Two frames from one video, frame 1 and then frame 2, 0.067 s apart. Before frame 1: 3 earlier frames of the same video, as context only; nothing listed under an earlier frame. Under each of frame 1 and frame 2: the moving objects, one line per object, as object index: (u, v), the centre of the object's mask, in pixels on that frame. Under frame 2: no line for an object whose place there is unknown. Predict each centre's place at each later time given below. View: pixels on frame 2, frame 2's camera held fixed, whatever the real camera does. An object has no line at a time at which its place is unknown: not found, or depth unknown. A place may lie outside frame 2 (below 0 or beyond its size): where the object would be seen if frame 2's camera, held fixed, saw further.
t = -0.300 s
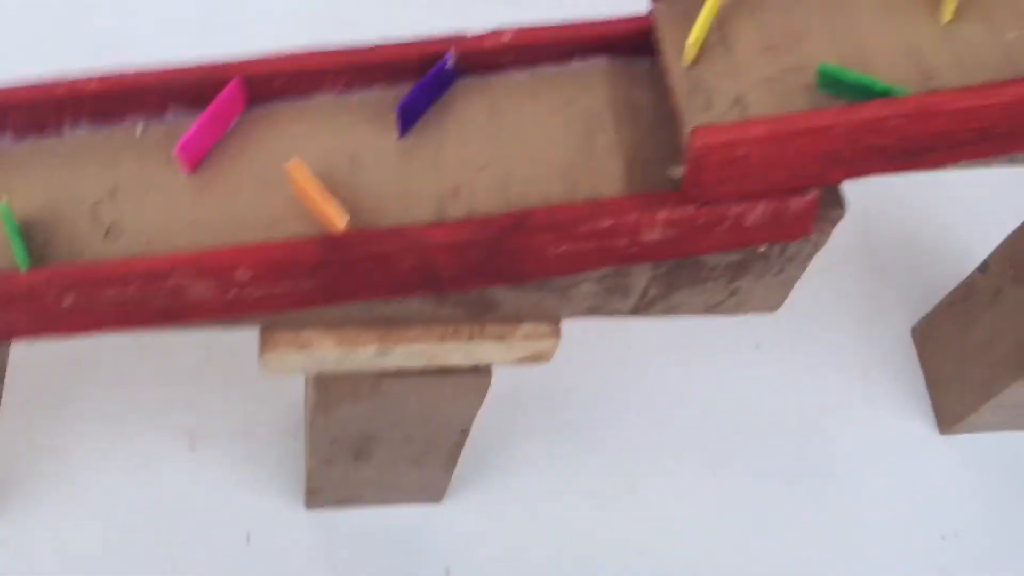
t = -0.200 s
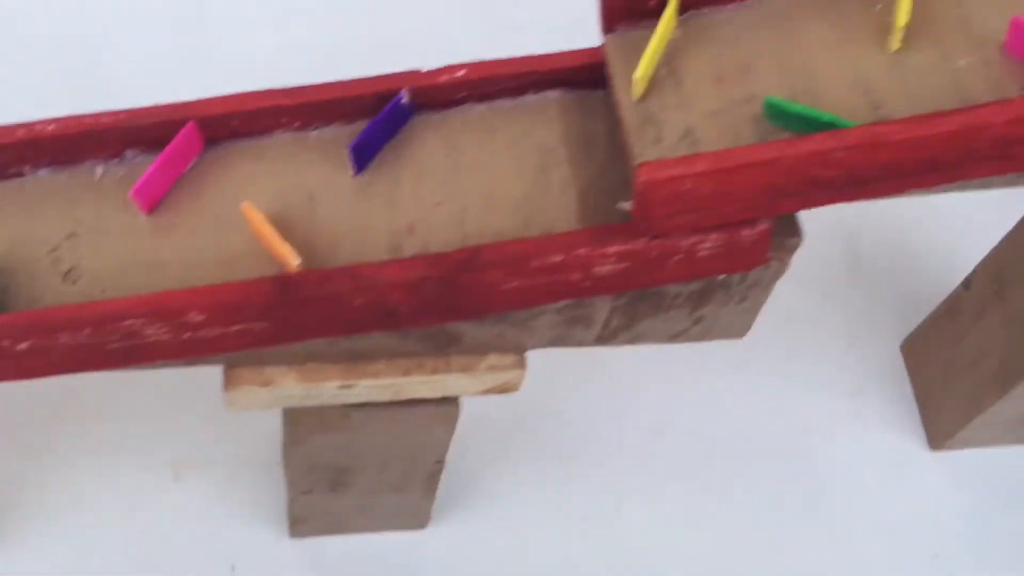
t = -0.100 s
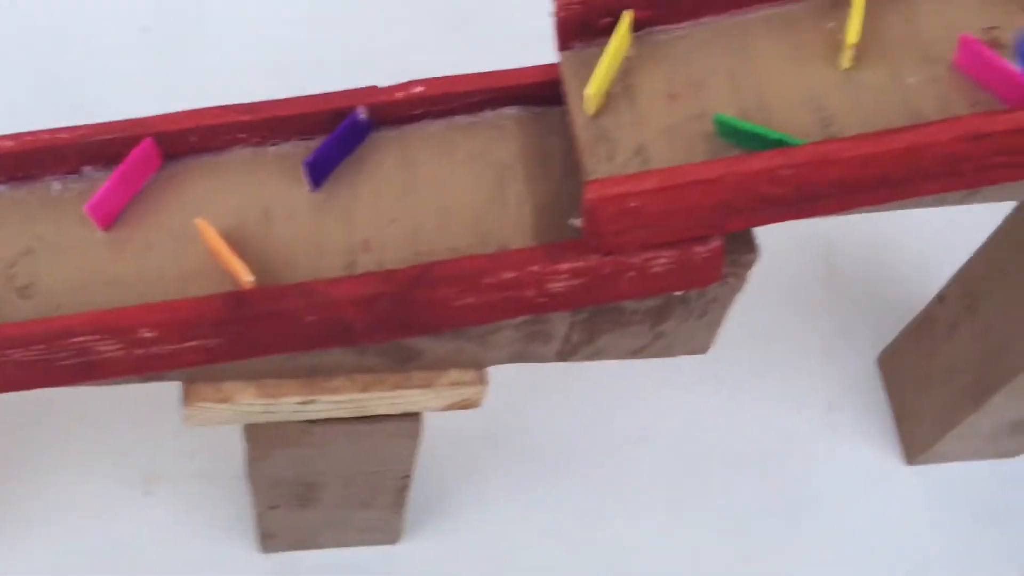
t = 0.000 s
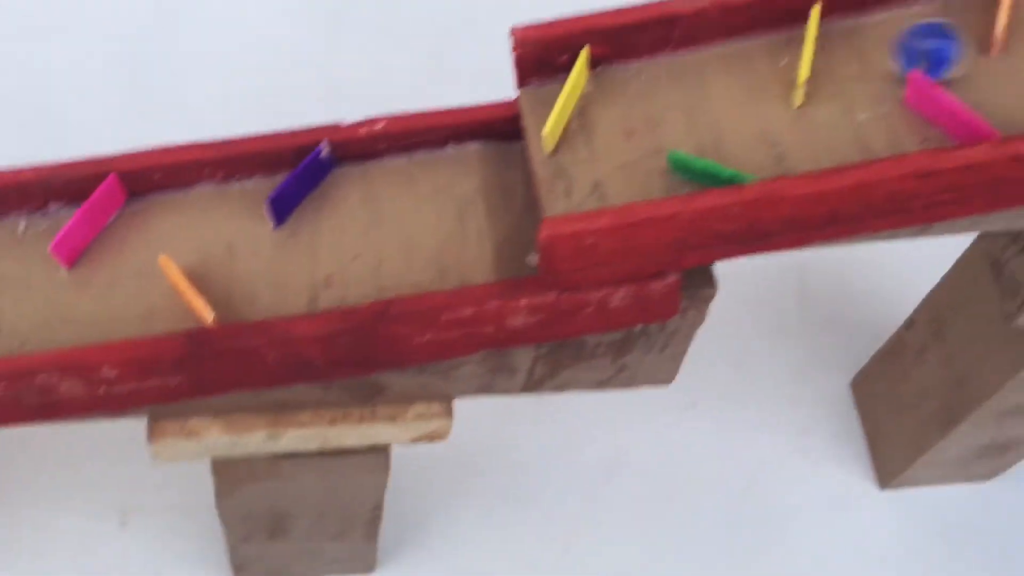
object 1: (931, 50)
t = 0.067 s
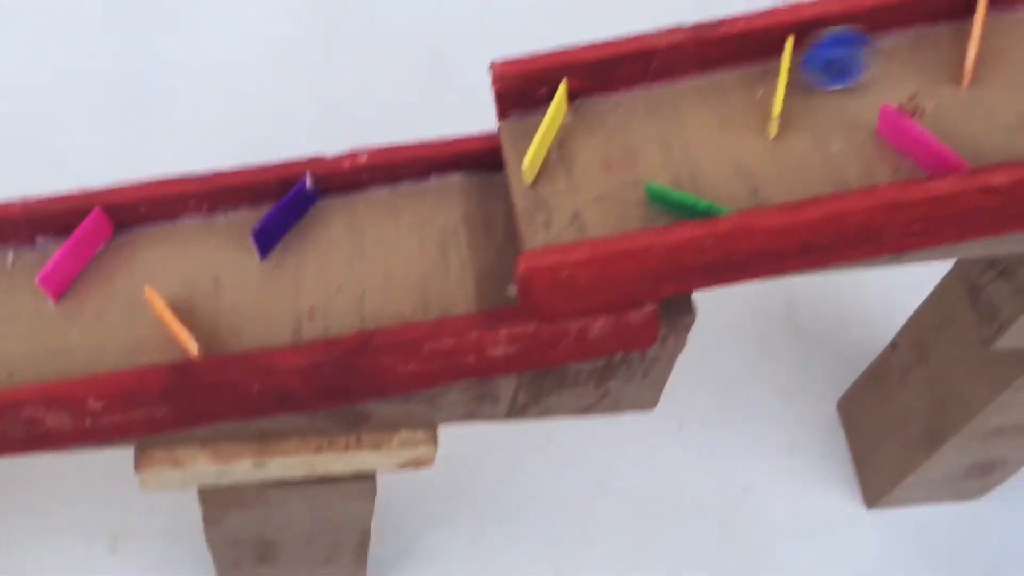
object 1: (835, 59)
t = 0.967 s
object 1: (506, 252)
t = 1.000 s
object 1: (469, 277)
